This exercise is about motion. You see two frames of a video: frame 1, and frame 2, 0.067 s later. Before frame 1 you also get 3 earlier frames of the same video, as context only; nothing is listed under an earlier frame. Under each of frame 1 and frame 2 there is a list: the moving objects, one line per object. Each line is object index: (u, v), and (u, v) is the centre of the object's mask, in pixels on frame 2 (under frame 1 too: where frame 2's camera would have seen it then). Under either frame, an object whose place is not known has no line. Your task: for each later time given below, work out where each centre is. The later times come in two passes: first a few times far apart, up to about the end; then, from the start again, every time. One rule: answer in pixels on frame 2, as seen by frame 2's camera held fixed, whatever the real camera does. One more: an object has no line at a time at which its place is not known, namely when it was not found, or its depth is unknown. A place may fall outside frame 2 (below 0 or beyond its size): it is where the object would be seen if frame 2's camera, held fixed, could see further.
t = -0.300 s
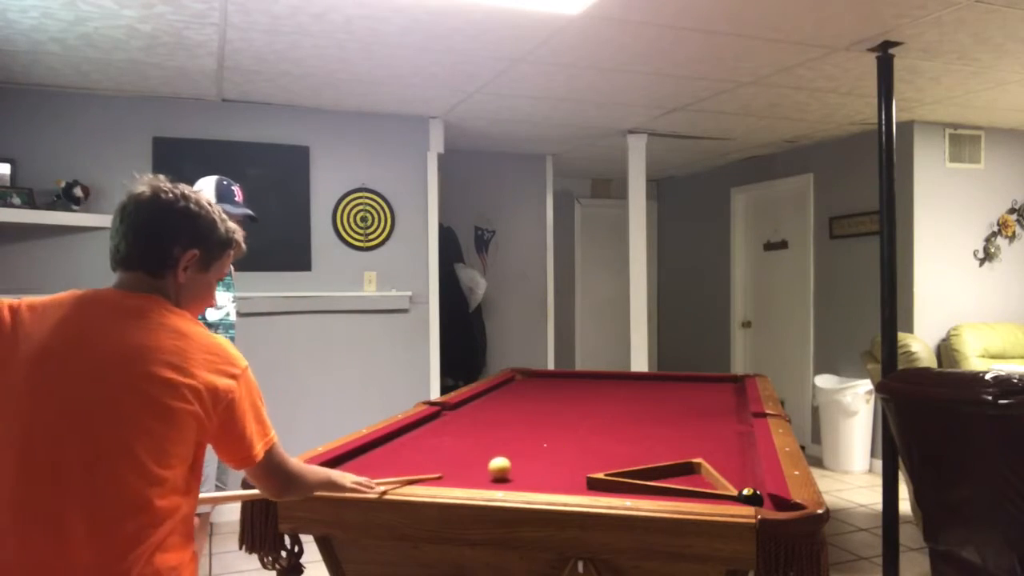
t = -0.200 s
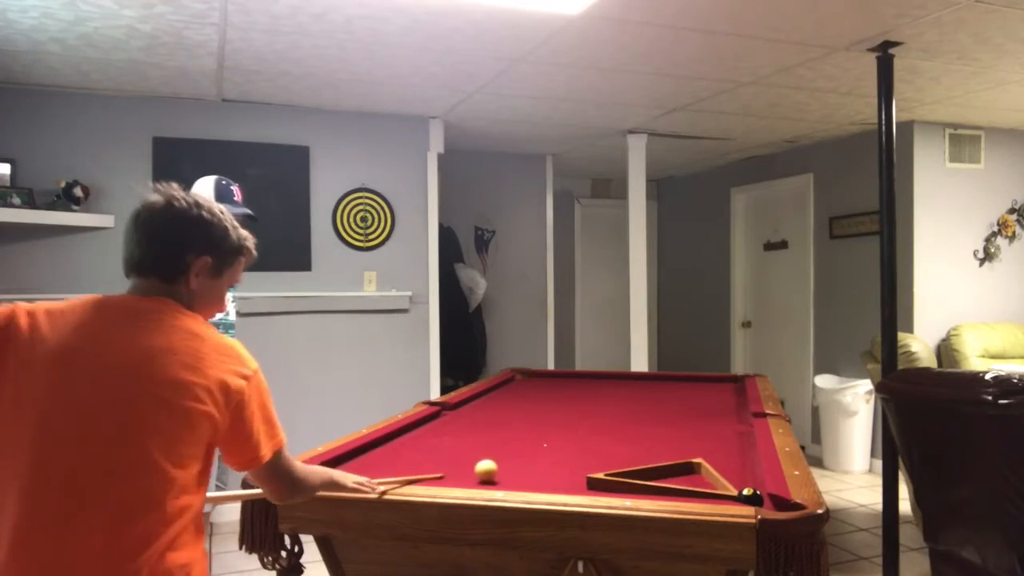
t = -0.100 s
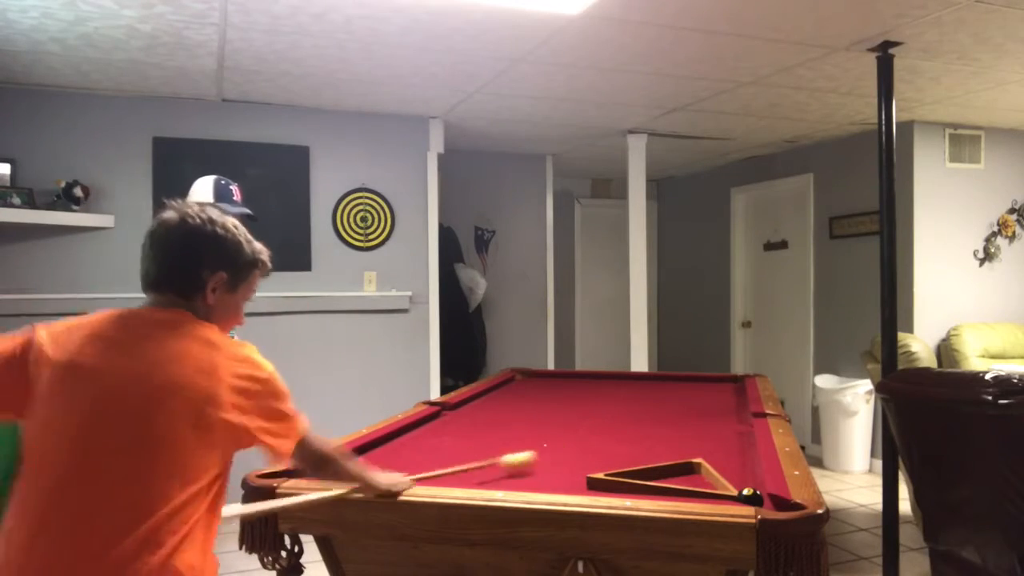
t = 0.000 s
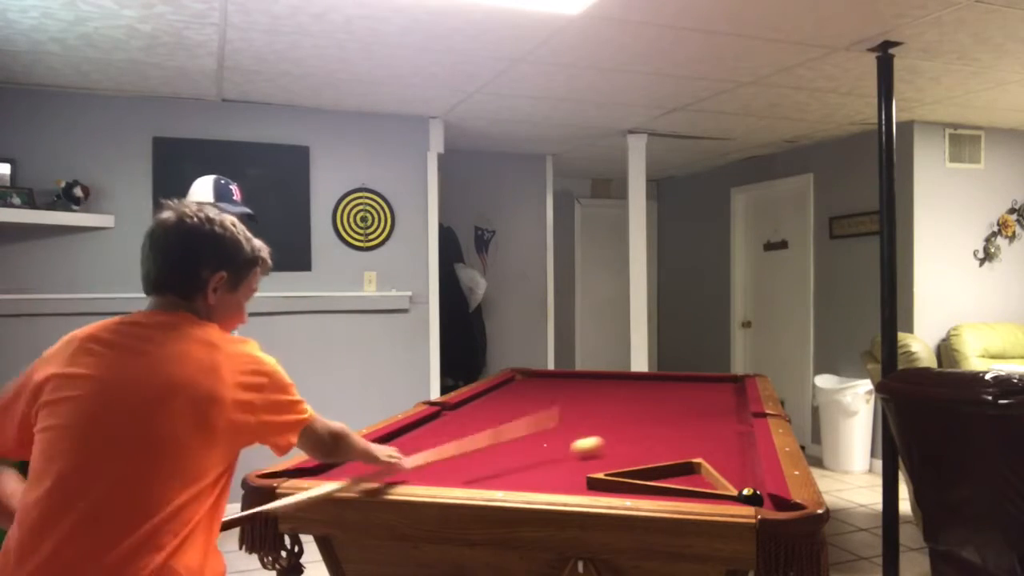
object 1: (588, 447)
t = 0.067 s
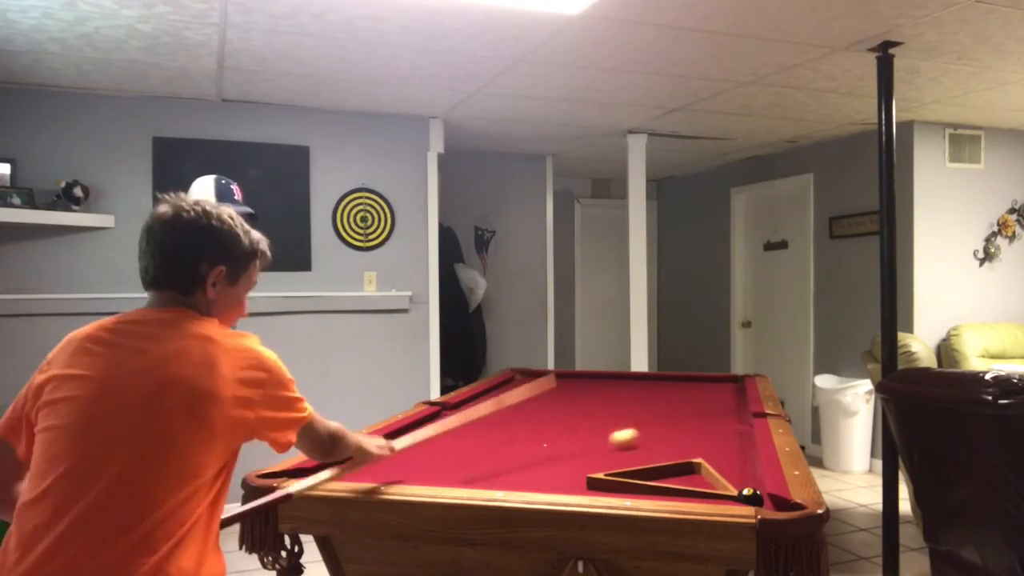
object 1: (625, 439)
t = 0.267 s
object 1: (705, 420)
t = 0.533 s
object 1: (715, 400)
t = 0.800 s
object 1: (681, 385)
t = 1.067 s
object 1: (647, 377)
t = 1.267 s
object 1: (605, 381)
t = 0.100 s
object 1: (641, 435)
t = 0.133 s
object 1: (655, 432)
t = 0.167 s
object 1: (669, 428)
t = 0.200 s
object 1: (682, 425)
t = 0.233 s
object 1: (694, 422)
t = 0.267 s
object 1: (705, 420)
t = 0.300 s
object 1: (716, 417)
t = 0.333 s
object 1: (727, 415)
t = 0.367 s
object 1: (737, 412)
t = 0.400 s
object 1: (739, 409)
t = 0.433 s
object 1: (732, 406)
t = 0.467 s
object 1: (725, 404)
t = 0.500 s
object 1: (720, 402)
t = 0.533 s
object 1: (715, 400)
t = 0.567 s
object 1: (710, 398)
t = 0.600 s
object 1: (706, 396)
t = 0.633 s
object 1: (701, 394)
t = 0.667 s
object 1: (697, 392)
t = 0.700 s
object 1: (693, 390)
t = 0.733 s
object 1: (689, 389)
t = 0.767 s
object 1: (685, 387)
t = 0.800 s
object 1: (681, 385)
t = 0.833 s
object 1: (677, 384)
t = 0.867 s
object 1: (674, 382)
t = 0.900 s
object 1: (670, 380)
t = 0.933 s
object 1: (667, 379)
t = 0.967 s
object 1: (664, 377)
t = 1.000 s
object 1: (661, 376)
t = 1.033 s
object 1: (654, 377)
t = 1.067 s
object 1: (647, 377)
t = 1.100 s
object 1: (640, 378)
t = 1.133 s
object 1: (633, 379)
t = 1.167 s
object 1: (626, 379)
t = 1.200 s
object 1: (619, 380)
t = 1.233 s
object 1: (612, 380)
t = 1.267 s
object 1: (605, 381)
